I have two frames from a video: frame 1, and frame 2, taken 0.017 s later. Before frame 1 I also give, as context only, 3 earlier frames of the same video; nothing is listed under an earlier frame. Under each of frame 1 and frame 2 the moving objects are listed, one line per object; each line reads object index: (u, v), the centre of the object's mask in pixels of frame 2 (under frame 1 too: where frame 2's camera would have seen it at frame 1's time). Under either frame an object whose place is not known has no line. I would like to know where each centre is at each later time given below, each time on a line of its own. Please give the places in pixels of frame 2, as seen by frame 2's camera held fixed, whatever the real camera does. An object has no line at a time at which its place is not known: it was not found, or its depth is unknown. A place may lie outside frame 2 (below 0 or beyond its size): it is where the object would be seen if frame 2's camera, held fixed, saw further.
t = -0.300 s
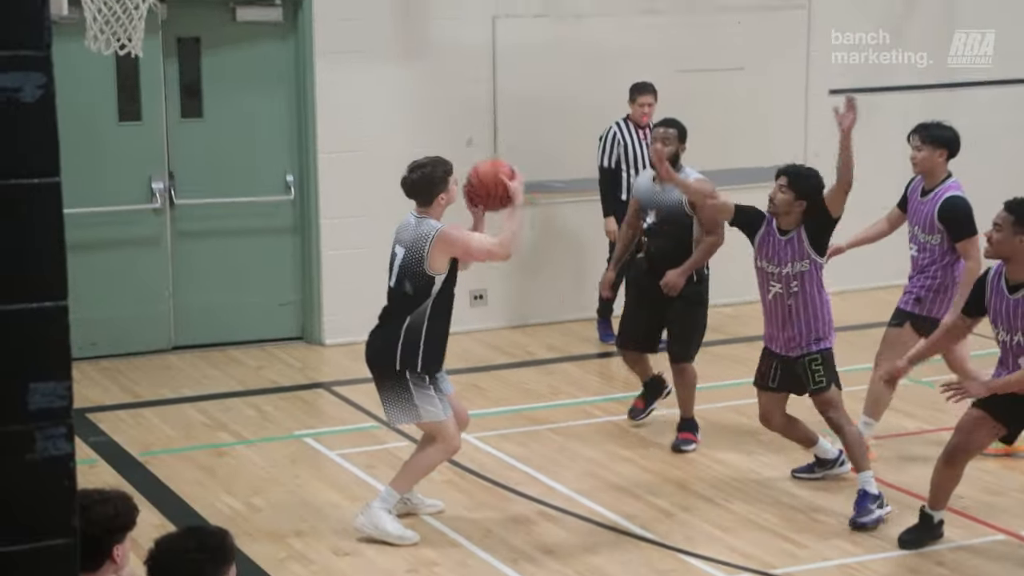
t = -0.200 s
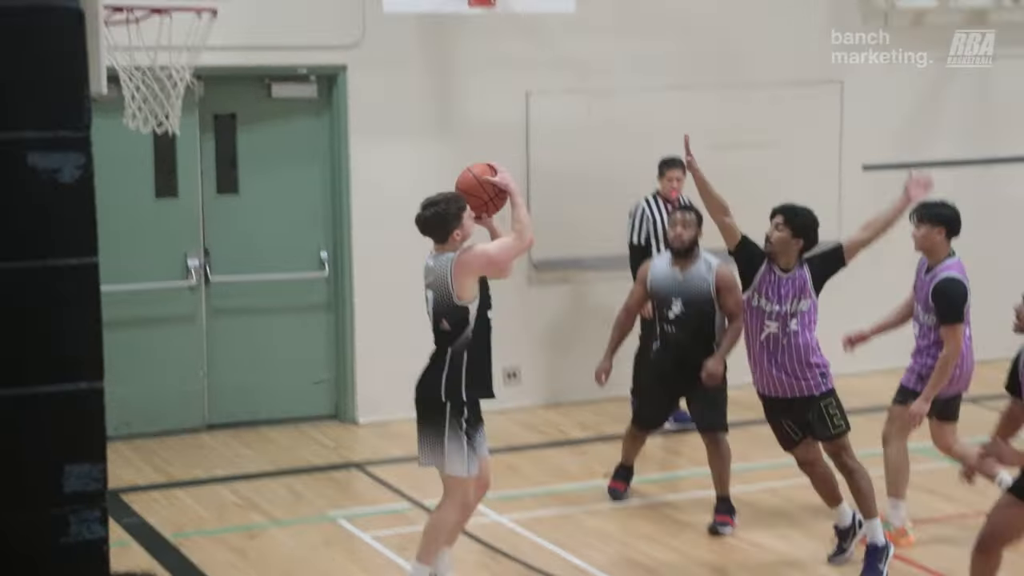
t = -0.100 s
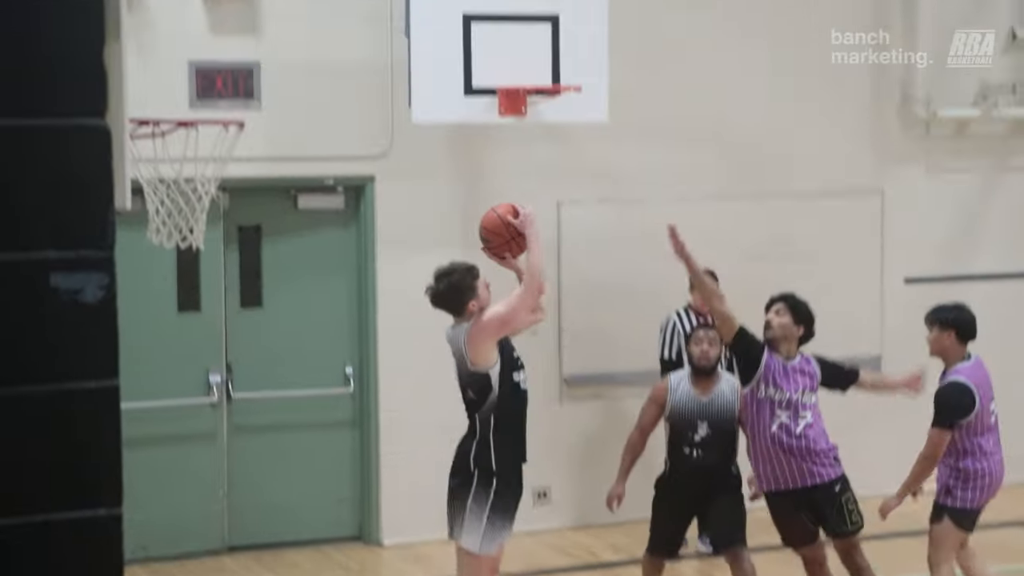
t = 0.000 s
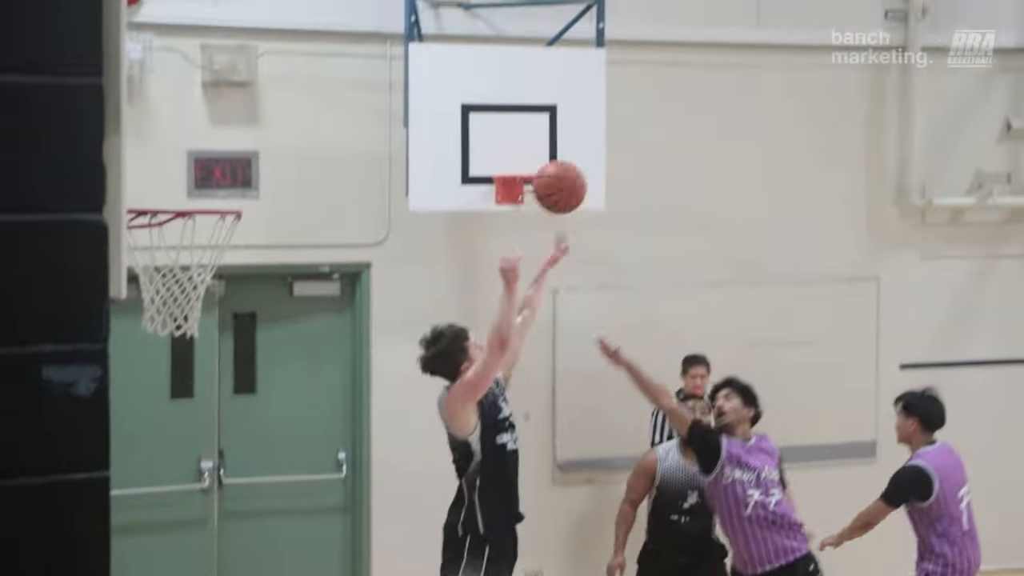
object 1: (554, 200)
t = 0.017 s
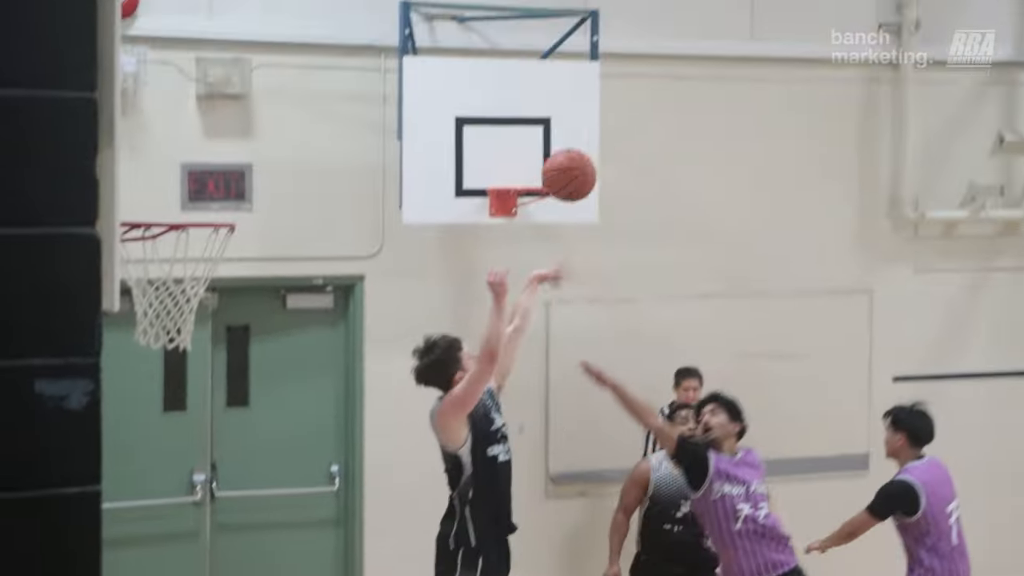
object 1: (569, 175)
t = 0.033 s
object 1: (586, 151)
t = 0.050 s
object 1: (602, 127)
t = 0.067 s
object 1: (618, 105)
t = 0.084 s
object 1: (634, 83)
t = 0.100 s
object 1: (650, 62)
